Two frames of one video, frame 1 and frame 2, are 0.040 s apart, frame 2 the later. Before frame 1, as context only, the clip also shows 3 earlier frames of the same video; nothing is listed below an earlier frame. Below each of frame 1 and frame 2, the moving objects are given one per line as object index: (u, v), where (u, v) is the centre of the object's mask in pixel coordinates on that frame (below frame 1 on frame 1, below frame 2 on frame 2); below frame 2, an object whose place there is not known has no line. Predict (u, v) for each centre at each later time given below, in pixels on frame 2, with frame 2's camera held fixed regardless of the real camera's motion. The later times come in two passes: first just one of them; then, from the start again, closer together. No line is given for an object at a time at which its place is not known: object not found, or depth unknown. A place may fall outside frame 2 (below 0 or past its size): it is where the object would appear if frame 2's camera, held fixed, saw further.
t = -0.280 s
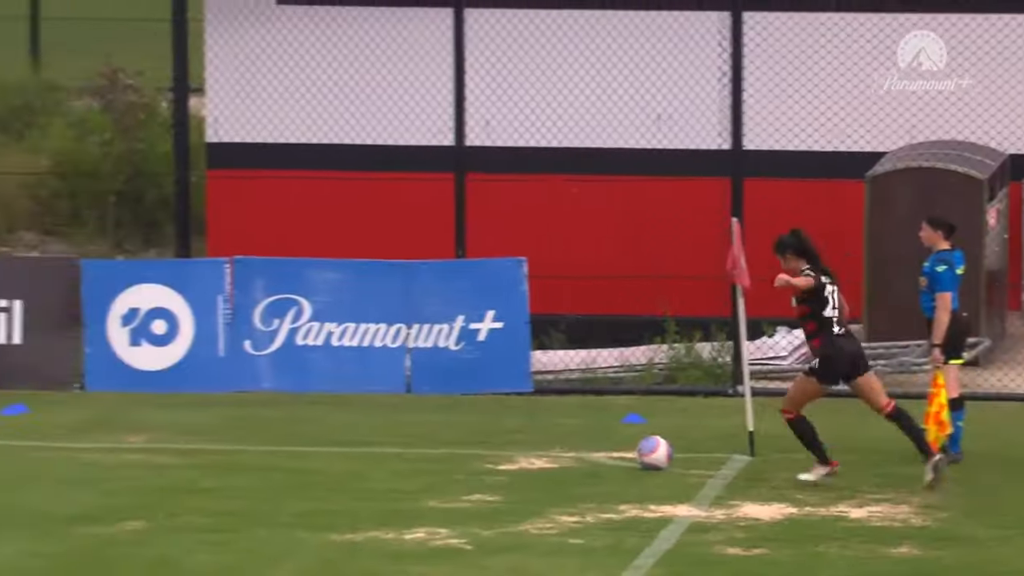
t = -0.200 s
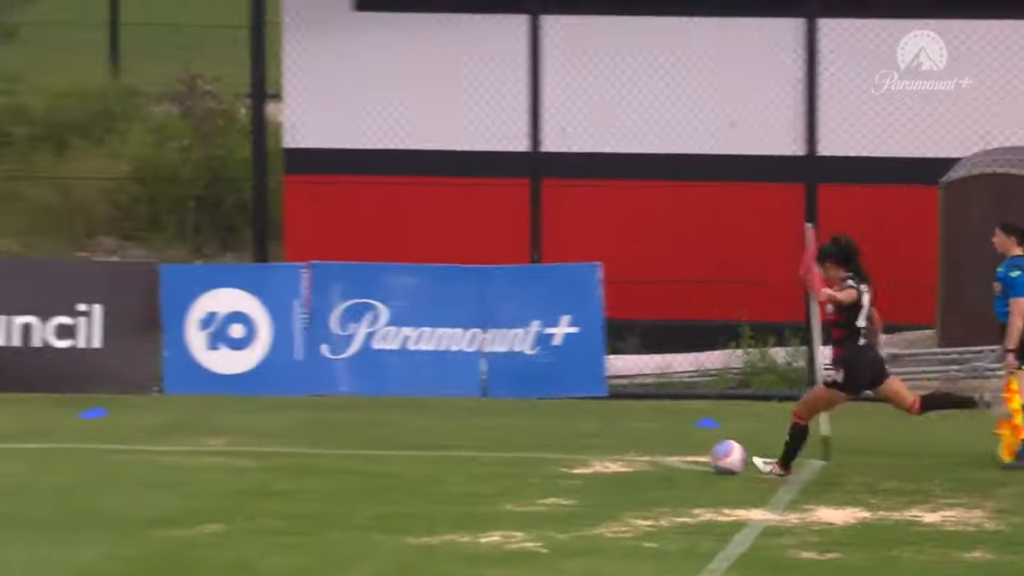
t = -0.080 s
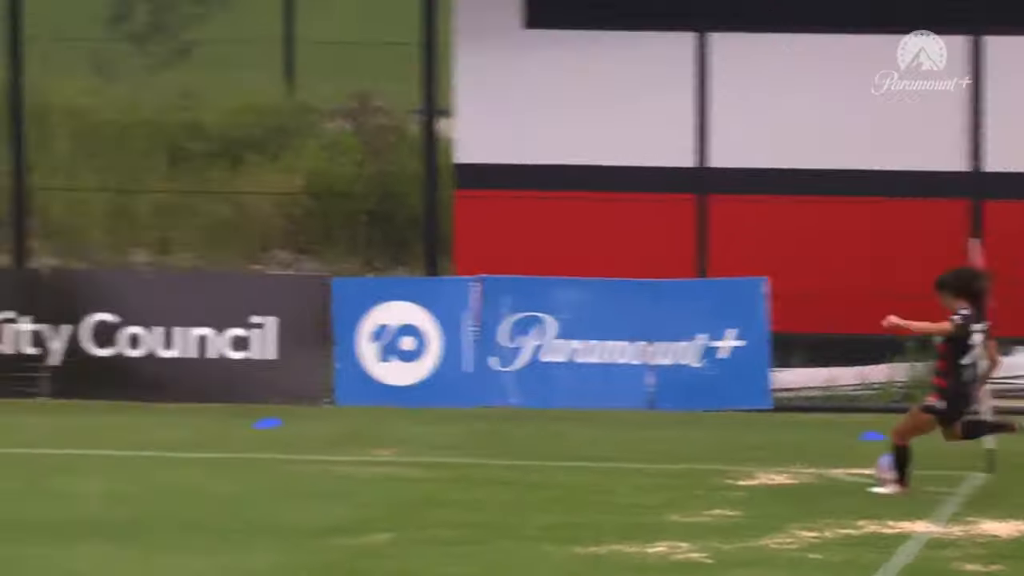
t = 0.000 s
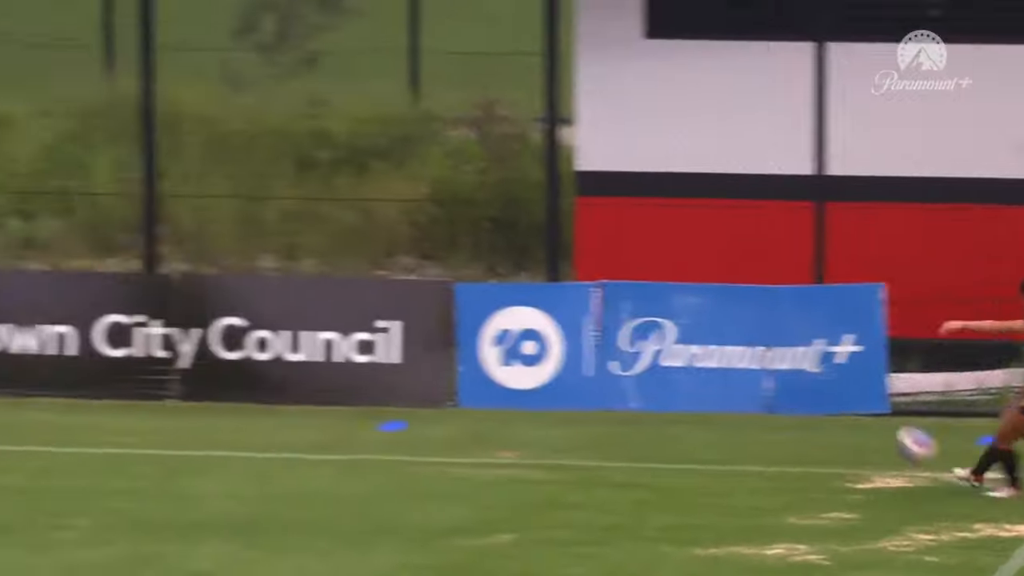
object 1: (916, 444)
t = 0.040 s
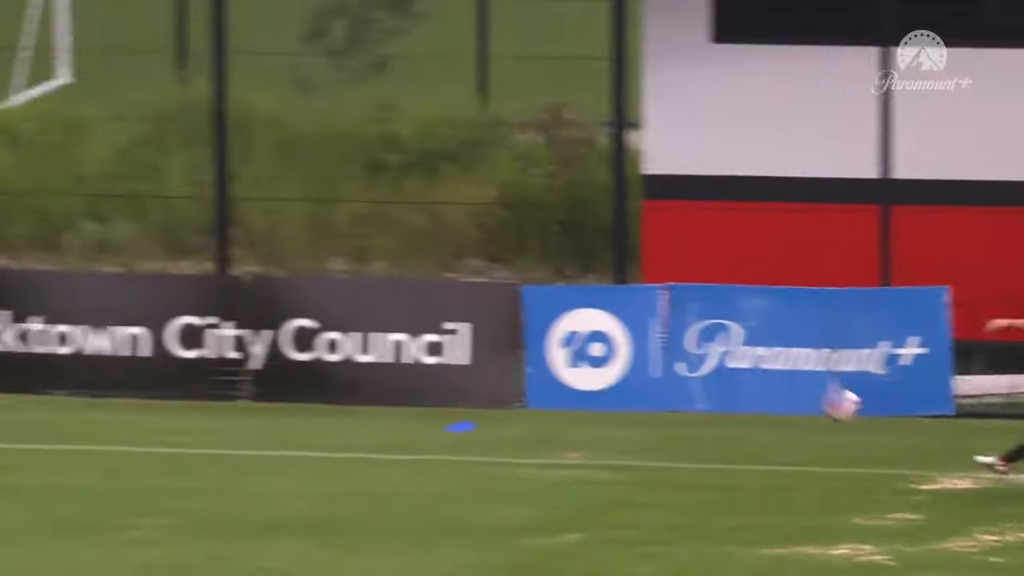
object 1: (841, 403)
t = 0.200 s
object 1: (330, 259)
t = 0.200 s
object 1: (330, 259)
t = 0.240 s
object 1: (206, 226)
